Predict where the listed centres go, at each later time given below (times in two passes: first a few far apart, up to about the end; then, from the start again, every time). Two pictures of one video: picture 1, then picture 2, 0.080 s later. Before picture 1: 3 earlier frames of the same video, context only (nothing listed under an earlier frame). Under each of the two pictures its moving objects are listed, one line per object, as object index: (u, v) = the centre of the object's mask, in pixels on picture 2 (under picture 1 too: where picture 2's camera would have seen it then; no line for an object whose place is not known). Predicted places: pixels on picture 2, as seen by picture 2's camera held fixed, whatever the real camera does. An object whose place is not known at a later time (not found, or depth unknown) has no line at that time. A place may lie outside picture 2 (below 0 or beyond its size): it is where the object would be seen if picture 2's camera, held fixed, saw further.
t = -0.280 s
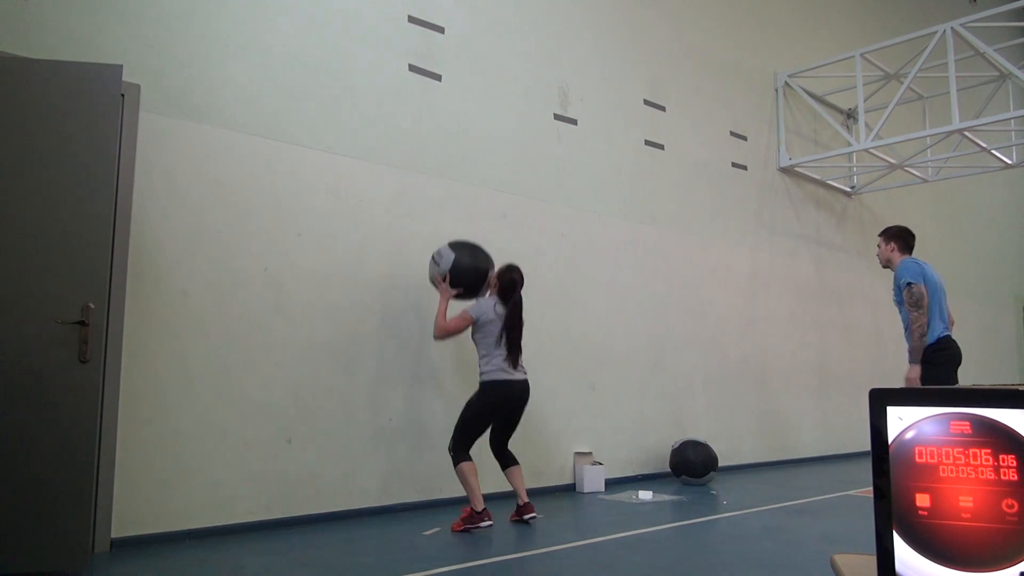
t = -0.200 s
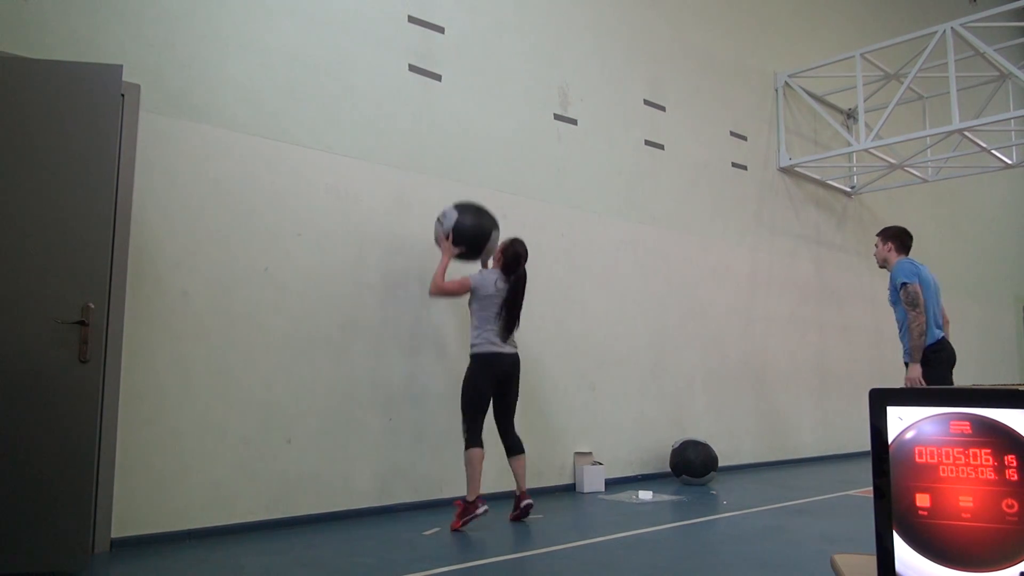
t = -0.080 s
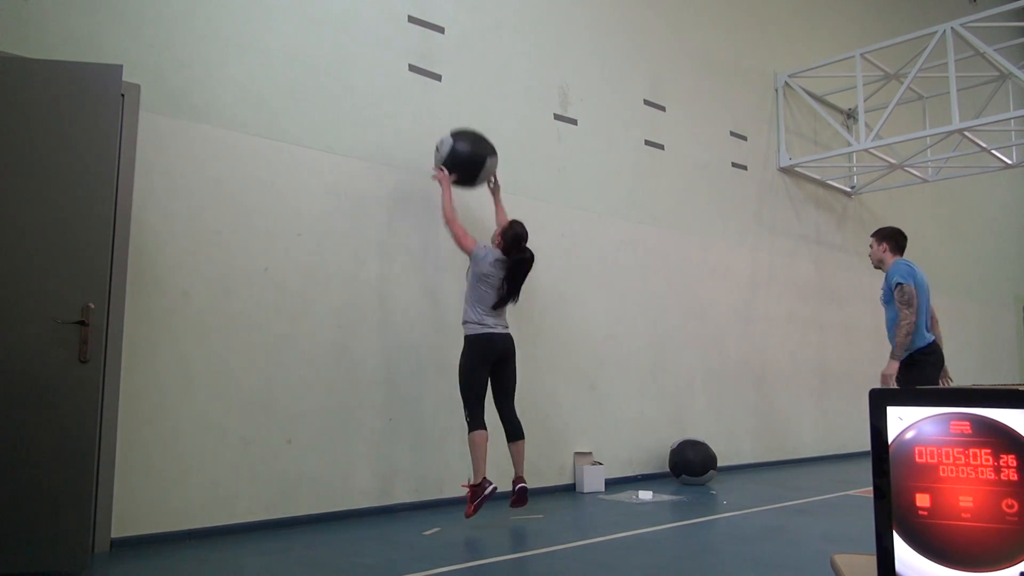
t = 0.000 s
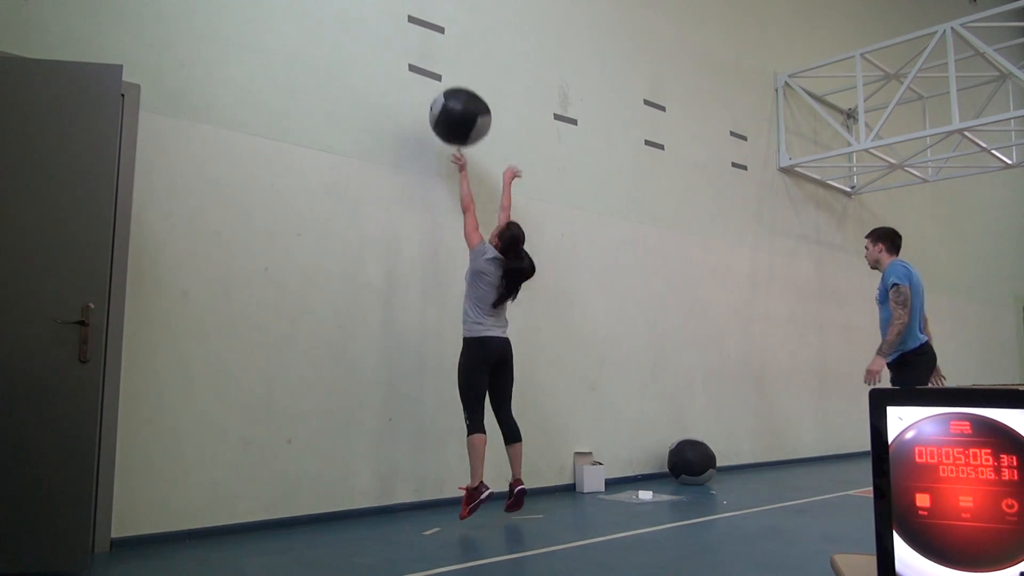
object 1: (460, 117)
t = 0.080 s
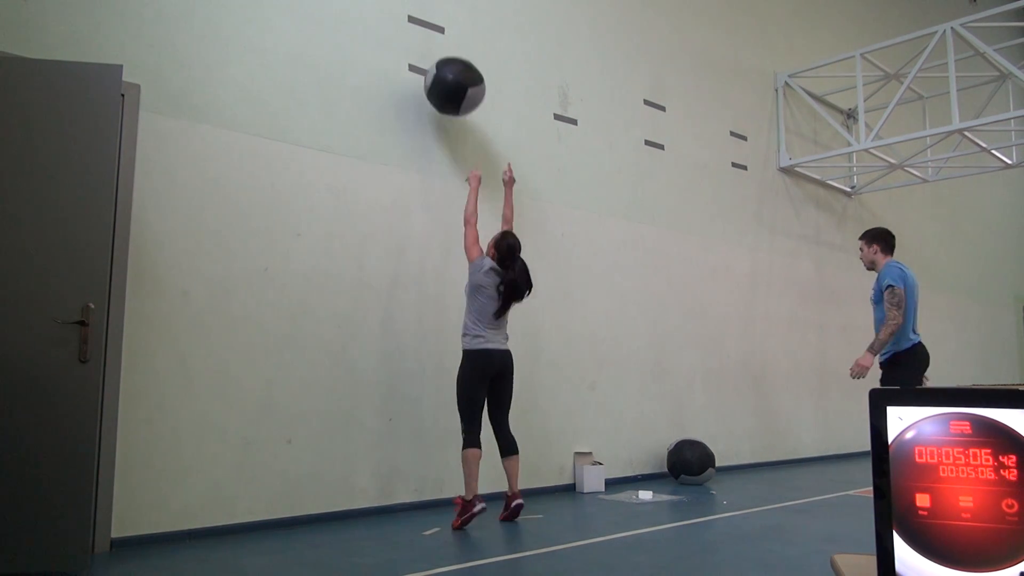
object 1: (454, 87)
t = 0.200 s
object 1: (446, 60)
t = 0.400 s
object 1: (453, 62)
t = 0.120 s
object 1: (452, 75)
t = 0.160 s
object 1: (449, 66)
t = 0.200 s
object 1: (446, 60)
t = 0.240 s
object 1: (444, 57)
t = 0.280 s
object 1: (446, 55)
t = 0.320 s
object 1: (448, 55)
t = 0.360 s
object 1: (451, 57)
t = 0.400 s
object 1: (453, 62)
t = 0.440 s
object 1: (455, 70)
